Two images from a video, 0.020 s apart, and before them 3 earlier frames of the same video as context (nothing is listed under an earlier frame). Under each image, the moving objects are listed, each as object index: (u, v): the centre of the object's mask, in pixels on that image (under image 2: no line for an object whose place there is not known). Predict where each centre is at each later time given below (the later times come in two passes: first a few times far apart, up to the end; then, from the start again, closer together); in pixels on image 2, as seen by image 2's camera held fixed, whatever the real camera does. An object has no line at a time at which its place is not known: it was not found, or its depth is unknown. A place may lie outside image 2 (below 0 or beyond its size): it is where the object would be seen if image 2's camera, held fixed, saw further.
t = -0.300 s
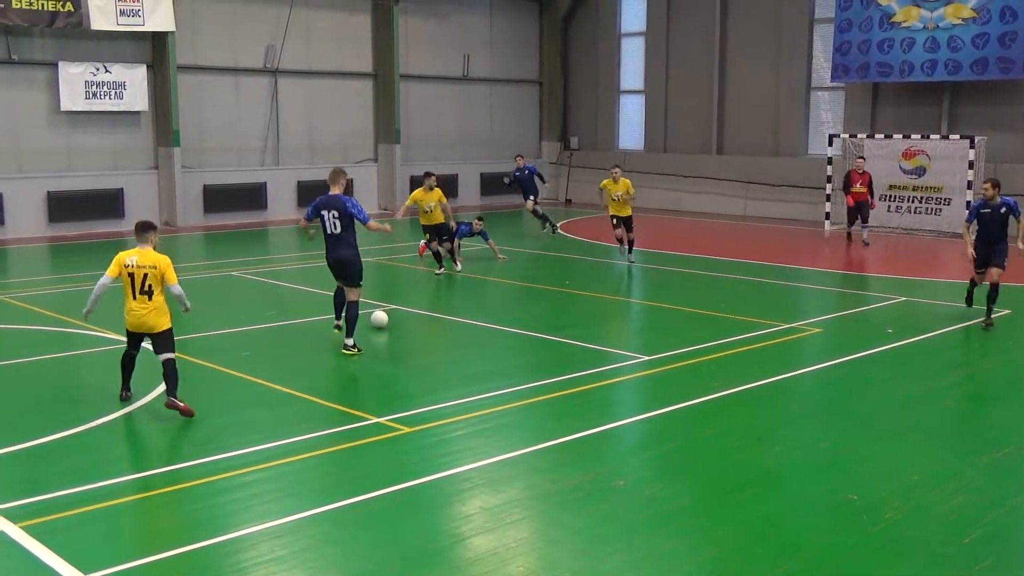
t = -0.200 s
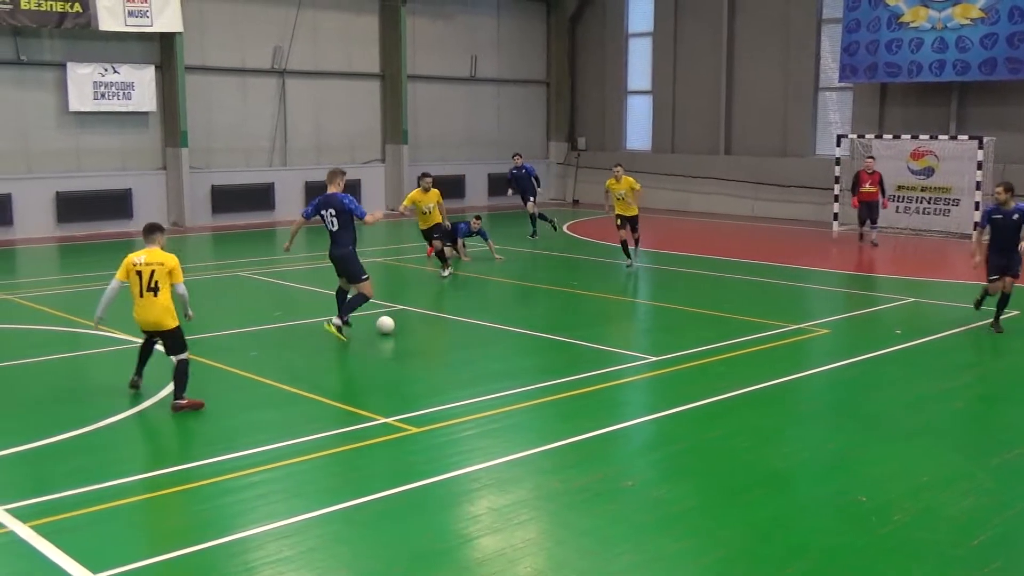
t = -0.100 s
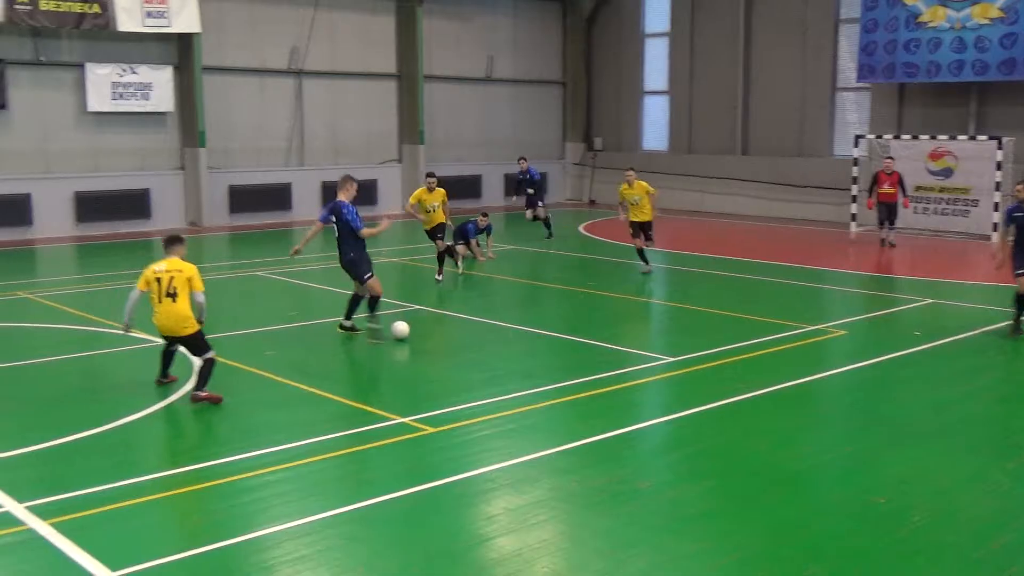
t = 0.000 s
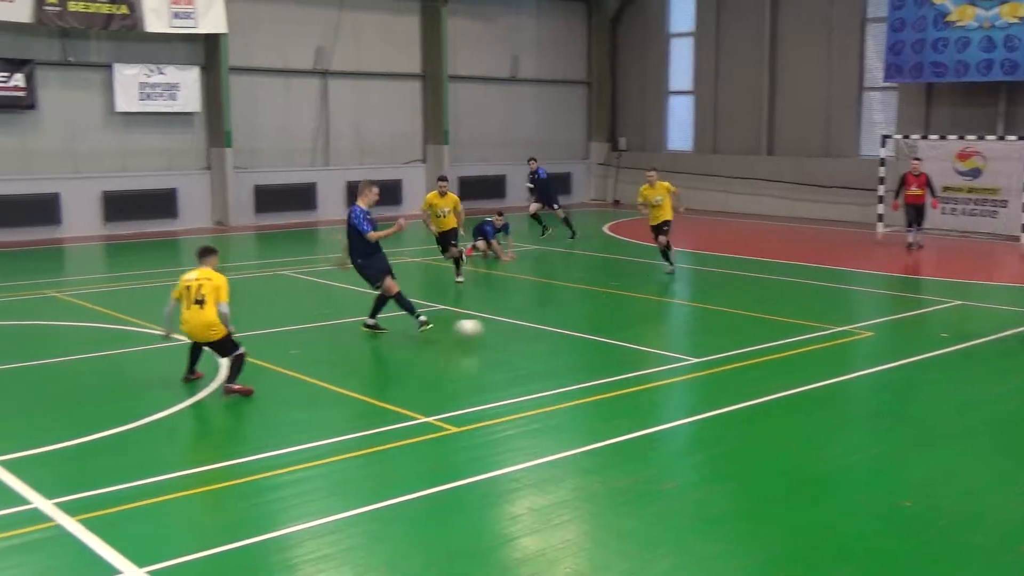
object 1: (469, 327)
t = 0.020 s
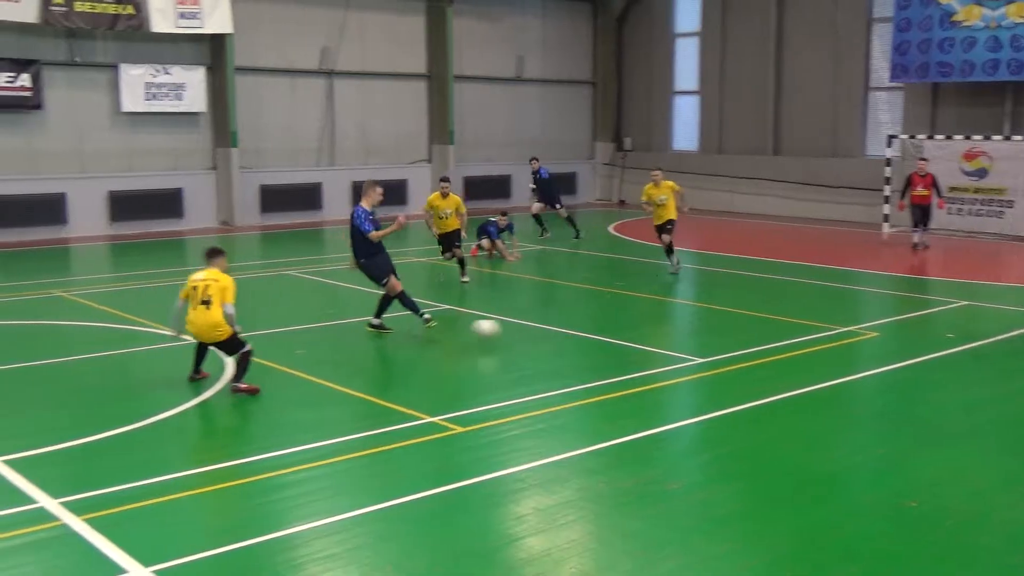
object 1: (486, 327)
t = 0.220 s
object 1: (606, 341)
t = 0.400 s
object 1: (706, 351)
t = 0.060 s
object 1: (510, 328)
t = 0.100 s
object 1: (535, 332)
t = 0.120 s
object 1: (548, 334)
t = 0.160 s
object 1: (572, 340)
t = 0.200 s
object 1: (595, 341)
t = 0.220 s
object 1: (606, 341)
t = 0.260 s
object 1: (629, 342)
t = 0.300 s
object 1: (652, 346)
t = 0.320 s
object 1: (663, 348)
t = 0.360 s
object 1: (684, 349)
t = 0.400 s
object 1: (706, 351)
